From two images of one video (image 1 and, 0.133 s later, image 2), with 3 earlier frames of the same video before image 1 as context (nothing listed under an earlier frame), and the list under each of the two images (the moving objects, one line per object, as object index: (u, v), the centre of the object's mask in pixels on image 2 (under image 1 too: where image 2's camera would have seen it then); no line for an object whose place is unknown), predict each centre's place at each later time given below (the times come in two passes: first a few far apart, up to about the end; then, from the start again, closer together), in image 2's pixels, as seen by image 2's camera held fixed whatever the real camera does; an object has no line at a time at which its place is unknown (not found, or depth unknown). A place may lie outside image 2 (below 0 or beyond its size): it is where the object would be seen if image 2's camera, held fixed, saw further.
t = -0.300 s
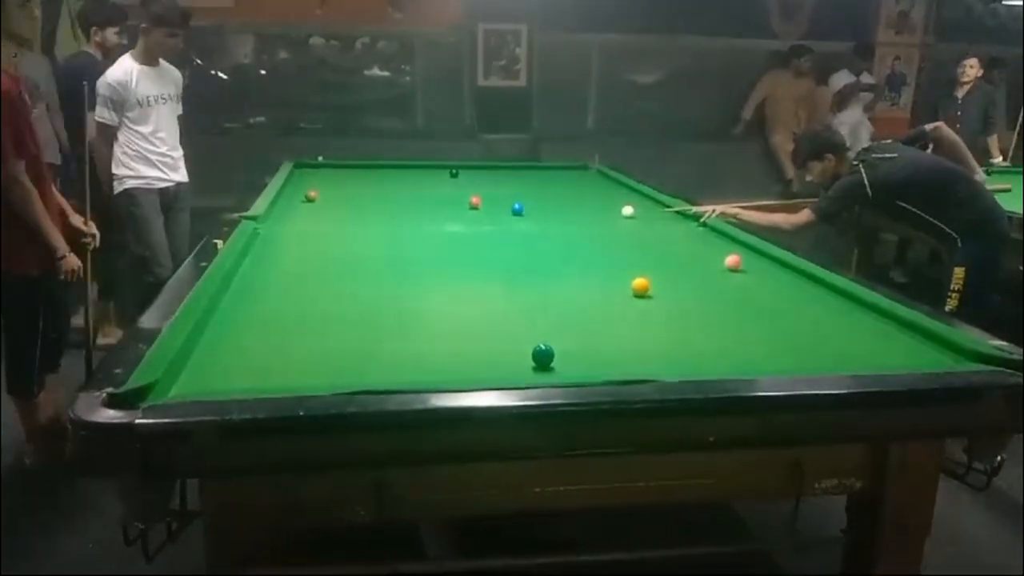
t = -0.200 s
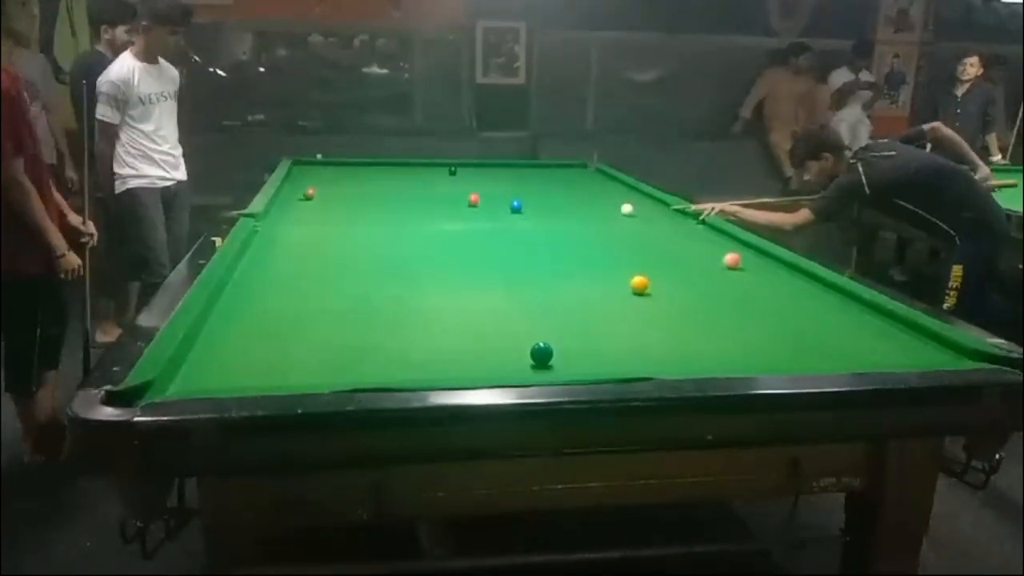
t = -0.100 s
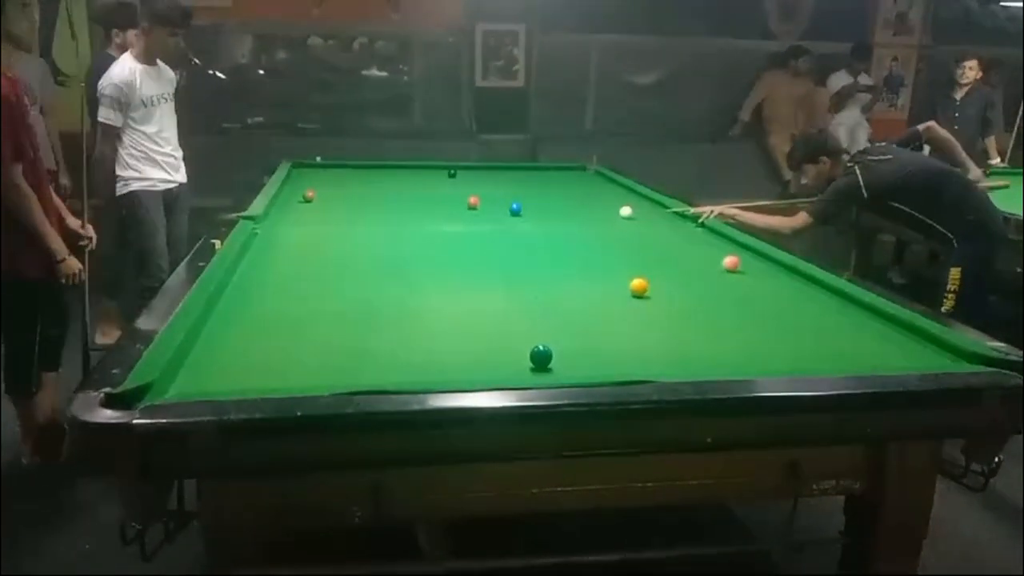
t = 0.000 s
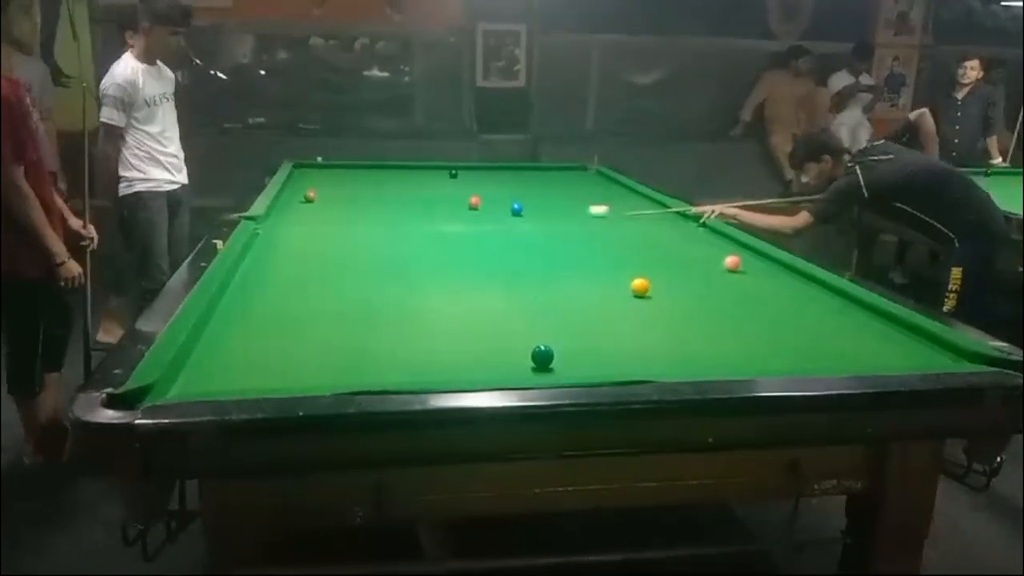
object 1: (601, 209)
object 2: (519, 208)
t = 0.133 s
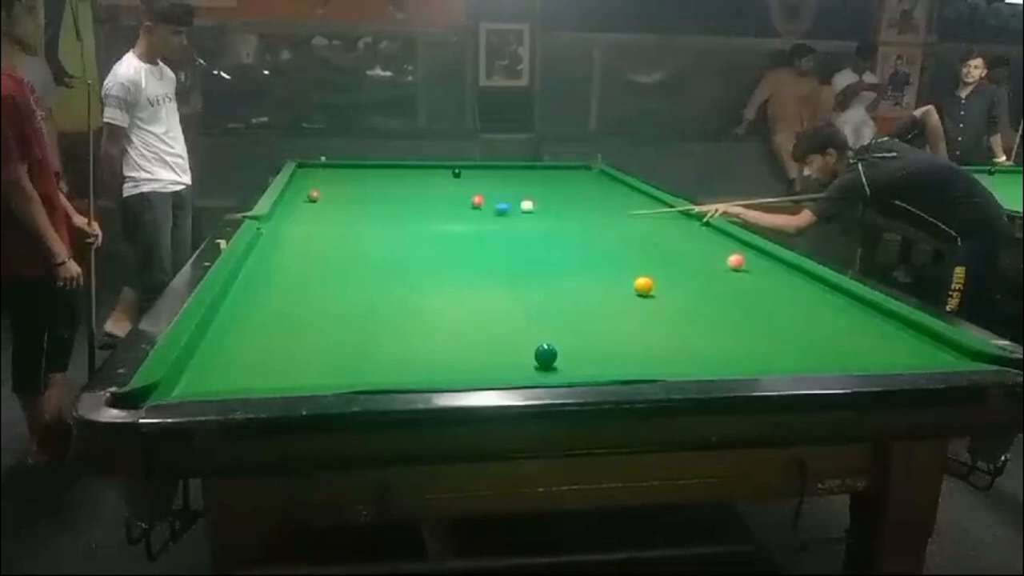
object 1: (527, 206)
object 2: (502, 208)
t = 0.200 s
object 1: (520, 203)
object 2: (466, 210)
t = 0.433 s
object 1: (508, 197)
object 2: (352, 214)
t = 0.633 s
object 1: (501, 193)
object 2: (266, 218)
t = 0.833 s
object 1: (496, 189)
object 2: (274, 225)
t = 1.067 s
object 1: (488, 185)
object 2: (281, 236)
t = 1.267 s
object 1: (483, 181)
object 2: (287, 246)
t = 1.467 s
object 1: (477, 178)
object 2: (293, 257)
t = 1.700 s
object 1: (471, 175)
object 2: (300, 270)
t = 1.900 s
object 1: (467, 172)
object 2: (306, 282)
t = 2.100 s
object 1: (463, 170)
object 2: (312, 296)
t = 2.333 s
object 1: (459, 167)
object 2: (320, 312)
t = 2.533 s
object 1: (455, 166)
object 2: (327, 328)
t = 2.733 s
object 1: (456, 166)
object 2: (334, 344)
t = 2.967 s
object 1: (456, 167)
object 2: (343, 364)
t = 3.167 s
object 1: (458, 168)
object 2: (350, 377)
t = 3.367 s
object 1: (459, 169)
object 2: (360, 373)
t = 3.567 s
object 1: (459, 169)
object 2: (369, 363)
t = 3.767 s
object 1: (460, 170)
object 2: (376, 351)
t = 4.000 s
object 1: (460, 170)
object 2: (383, 340)
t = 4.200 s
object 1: (460, 170)
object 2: (388, 333)
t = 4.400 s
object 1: (461, 170)
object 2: (391, 326)
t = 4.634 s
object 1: (460, 170)
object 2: (394, 319)
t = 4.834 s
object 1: (460, 170)
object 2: (397, 314)
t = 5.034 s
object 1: (460, 170)
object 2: (399, 311)
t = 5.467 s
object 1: (460, 170)
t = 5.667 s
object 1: (461, 169)
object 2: (404, 302)
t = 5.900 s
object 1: (460, 170)
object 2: (404, 301)
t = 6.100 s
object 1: (461, 170)
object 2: (404, 300)
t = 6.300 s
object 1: (461, 170)
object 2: (404, 300)
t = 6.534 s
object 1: (461, 170)
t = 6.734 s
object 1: (461, 170)
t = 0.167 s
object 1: (523, 205)
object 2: (483, 209)
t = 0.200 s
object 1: (520, 203)
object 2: (466, 210)
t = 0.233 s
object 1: (518, 203)
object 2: (448, 210)
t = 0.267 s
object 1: (516, 202)
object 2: (431, 212)
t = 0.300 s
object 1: (514, 201)
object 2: (414, 213)
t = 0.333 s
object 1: (513, 200)
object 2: (399, 213)
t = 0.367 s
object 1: (511, 199)
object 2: (383, 214)
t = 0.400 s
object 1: (510, 198)
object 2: (368, 214)
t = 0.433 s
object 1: (508, 197)
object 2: (352, 214)
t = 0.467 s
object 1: (507, 196)
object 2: (337, 215)
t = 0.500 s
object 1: (506, 196)
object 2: (320, 216)
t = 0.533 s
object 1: (504, 195)
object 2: (305, 216)
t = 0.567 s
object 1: (503, 194)
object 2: (289, 216)
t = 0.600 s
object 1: (502, 194)
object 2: (273, 217)
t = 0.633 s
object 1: (501, 193)
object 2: (266, 218)
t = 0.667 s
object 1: (500, 192)
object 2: (268, 219)
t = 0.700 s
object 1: (499, 191)
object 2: (270, 221)
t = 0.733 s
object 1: (498, 191)
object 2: (271, 222)
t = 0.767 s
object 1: (496, 190)
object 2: (273, 224)
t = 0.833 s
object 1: (496, 189)
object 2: (274, 225)
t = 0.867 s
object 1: (494, 189)
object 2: (275, 227)
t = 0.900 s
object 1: (493, 188)
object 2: (276, 228)
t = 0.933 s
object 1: (492, 187)
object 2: (277, 229)
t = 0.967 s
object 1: (491, 187)
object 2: (278, 231)
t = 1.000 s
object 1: (490, 186)
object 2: (279, 233)
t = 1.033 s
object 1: (489, 185)
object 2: (280, 235)
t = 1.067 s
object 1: (488, 185)
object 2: (281, 236)
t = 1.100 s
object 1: (487, 184)
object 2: (282, 238)
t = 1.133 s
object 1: (486, 183)
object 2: (283, 239)
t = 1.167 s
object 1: (485, 183)
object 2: (284, 241)
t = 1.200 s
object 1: (484, 182)
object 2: (285, 243)
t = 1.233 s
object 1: (483, 182)
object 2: (286, 244)
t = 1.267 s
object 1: (483, 181)
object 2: (287, 246)
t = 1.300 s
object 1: (482, 181)
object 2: (288, 248)
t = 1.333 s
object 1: (481, 180)
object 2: (289, 250)
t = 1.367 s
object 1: (480, 180)
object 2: (289, 251)
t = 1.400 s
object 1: (479, 180)
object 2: (291, 253)
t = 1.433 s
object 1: (478, 179)
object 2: (292, 255)
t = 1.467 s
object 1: (477, 178)
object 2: (293, 257)
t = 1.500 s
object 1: (476, 178)
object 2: (294, 259)
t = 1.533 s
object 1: (476, 177)
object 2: (295, 260)
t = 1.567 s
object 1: (475, 177)
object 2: (296, 262)
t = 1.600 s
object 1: (474, 176)
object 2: (297, 264)
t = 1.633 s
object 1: (473, 176)
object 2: (298, 266)
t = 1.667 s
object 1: (472, 175)
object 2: (299, 268)
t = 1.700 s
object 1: (471, 175)
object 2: (300, 270)
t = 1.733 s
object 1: (471, 174)
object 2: (301, 272)
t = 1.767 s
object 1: (470, 174)
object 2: (302, 274)
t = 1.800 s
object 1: (469, 174)
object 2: (303, 276)
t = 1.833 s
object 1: (468, 173)
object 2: (304, 278)
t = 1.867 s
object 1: (467, 172)
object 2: (305, 280)
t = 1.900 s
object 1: (467, 172)
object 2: (306, 282)
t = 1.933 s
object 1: (466, 172)
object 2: (307, 285)
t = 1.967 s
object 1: (465, 171)
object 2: (308, 287)
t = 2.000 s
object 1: (465, 171)
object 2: (309, 289)
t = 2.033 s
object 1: (464, 170)
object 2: (310, 291)
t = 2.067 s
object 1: (464, 170)
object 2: (311, 293)
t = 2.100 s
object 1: (463, 170)
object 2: (312, 296)
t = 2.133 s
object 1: (462, 169)
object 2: (313, 298)
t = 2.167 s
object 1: (462, 169)
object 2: (314, 300)
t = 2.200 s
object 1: (461, 168)
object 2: (316, 303)
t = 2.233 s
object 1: (461, 168)
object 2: (317, 305)
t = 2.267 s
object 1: (461, 167)
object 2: (318, 307)
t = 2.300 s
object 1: (460, 167)
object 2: (319, 310)
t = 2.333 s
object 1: (459, 167)
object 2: (320, 312)
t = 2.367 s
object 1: (458, 166)
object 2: (321, 315)
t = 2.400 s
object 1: (458, 166)
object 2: (322, 317)
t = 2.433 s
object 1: (457, 166)
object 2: (324, 320)
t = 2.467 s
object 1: (456, 166)
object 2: (325, 322)
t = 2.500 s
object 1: (456, 166)
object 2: (326, 325)
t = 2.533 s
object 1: (455, 166)
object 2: (327, 328)
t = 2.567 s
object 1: (456, 166)
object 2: (328, 330)
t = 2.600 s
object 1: (456, 165)
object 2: (330, 333)
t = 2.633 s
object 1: (456, 166)
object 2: (331, 336)
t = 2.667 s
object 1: (456, 166)
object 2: (332, 338)
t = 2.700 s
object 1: (456, 166)
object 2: (333, 341)
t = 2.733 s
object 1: (456, 166)
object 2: (334, 344)
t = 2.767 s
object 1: (456, 166)
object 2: (336, 347)
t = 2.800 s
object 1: (456, 166)
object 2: (337, 350)
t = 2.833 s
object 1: (456, 167)
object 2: (338, 353)
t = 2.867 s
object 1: (457, 167)
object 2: (340, 356)
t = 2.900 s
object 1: (456, 167)
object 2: (341, 359)
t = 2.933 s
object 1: (456, 167)
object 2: (342, 361)
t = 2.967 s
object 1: (456, 167)
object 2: (343, 364)
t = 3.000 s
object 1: (457, 167)
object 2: (344, 368)
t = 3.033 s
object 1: (457, 167)
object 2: (345, 370)
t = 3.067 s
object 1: (457, 167)
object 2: (347, 372)
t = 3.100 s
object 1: (457, 168)
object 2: (348, 374)
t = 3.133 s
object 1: (457, 168)
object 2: (349, 376)
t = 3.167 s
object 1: (458, 168)
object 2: (350, 377)
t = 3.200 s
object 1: (458, 168)
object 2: (351, 378)
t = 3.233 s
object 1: (458, 168)
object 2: (353, 378)
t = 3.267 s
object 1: (458, 168)
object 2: (355, 377)
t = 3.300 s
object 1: (458, 168)
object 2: (357, 375)
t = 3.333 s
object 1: (459, 169)
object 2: (358, 374)
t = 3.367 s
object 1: (459, 169)
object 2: (360, 373)
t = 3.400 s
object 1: (459, 169)
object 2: (361, 372)
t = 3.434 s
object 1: (459, 169)
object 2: (362, 370)
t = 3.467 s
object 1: (459, 169)
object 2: (364, 368)
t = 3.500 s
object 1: (459, 169)
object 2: (366, 367)
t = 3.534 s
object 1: (459, 169)
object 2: (367, 364)
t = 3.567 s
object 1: (459, 169)
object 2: (369, 363)
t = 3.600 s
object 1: (460, 170)
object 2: (370, 361)
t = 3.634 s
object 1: (460, 170)
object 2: (371, 359)
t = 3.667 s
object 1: (460, 170)
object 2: (372, 357)
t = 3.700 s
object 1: (460, 170)
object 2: (374, 354)
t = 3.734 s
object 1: (460, 170)
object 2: (375, 353)
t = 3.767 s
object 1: (460, 170)
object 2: (376, 351)
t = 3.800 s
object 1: (460, 170)
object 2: (377, 349)
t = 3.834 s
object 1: (460, 170)
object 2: (378, 348)
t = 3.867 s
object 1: (461, 170)
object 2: (379, 346)
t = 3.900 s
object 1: (461, 170)
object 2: (380, 345)
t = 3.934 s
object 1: (461, 170)
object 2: (381, 343)
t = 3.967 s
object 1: (461, 170)
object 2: (382, 342)
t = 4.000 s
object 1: (460, 170)
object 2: (383, 340)
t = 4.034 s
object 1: (460, 170)
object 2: (383, 339)
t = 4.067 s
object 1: (460, 170)
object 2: (384, 338)
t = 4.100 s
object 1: (460, 170)
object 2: (385, 336)
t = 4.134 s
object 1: (460, 170)
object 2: (386, 335)
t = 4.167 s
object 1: (461, 170)
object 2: (387, 334)
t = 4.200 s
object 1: (460, 170)
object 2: (388, 333)
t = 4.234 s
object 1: (460, 170)
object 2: (388, 331)
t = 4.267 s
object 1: (460, 170)
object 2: (389, 330)
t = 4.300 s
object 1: (460, 170)
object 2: (389, 329)
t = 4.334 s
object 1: (460, 170)
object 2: (390, 328)
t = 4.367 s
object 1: (460, 170)
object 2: (390, 327)
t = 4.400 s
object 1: (461, 170)
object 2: (391, 326)
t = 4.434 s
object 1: (460, 170)
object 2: (391, 325)
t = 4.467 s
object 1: (460, 170)
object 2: (392, 324)
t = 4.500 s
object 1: (460, 170)
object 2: (393, 323)
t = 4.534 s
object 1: (460, 170)
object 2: (393, 322)
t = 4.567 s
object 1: (460, 170)
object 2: (394, 321)
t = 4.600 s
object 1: (460, 170)
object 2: (394, 320)
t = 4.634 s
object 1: (460, 170)
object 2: (394, 319)
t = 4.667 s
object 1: (460, 171)
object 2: (395, 318)
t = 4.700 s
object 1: (460, 171)
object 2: (395, 318)
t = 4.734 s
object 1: (460, 171)
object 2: (396, 317)
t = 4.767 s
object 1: (461, 171)
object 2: (396, 316)
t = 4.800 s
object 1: (460, 170)
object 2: (397, 315)
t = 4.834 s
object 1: (460, 170)
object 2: (397, 314)
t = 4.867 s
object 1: (460, 170)
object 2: (397, 314)
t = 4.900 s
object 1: (460, 170)
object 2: (398, 313)
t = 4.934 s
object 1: (460, 170)
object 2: (398, 313)
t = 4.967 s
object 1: (460, 170)
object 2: (398, 312)
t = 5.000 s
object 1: (460, 170)
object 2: (399, 312)
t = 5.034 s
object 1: (460, 170)
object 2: (399, 311)
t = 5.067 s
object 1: (460, 170)
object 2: (399, 310)
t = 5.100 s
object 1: (460, 170)
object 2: (400, 310)
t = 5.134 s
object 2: (400, 309)
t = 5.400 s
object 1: (460, 171)
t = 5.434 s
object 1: (459, 171)
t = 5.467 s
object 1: (460, 170)
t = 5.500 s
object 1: (461, 170)
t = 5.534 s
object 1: (460, 170)
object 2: (406, 302)
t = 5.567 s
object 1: (461, 170)
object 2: (403, 303)
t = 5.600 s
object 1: (460, 170)
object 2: (403, 302)
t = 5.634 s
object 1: (460, 169)
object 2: (403, 302)
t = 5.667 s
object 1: (461, 169)
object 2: (404, 302)
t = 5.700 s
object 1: (460, 169)
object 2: (404, 302)
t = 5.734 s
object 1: (460, 169)
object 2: (404, 302)
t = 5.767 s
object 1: (461, 169)
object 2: (404, 301)
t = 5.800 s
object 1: (460, 169)
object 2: (404, 301)
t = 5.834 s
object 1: (460, 169)
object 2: (404, 301)
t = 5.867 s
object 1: (461, 170)
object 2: (404, 301)
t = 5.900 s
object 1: (460, 170)
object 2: (404, 301)
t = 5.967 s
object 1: (461, 169)
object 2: (404, 301)
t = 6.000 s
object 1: (461, 170)
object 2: (404, 300)
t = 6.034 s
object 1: (461, 170)
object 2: (404, 300)
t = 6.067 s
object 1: (460, 169)
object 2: (404, 300)
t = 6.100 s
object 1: (461, 170)
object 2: (404, 300)
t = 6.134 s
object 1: (461, 170)
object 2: (404, 300)
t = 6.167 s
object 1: (461, 170)
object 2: (403, 300)
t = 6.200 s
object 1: (460, 170)
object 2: (403, 300)
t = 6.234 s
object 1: (461, 170)
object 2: (403, 300)
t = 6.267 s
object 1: (461, 170)
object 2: (403, 300)
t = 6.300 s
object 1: (461, 170)
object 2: (404, 300)
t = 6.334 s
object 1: (461, 170)
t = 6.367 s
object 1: (461, 170)
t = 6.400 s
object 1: (461, 170)
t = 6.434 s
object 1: (461, 170)
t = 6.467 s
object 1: (461, 170)
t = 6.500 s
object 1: (461, 170)
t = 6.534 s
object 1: (461, 170)
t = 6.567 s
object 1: (461, 170)
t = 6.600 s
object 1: (461, 170)
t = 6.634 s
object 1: (461, 170)
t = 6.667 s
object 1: (461, 170)
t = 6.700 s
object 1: (461, 170)
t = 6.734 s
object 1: (461, 170)
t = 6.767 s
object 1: (461, 170)
